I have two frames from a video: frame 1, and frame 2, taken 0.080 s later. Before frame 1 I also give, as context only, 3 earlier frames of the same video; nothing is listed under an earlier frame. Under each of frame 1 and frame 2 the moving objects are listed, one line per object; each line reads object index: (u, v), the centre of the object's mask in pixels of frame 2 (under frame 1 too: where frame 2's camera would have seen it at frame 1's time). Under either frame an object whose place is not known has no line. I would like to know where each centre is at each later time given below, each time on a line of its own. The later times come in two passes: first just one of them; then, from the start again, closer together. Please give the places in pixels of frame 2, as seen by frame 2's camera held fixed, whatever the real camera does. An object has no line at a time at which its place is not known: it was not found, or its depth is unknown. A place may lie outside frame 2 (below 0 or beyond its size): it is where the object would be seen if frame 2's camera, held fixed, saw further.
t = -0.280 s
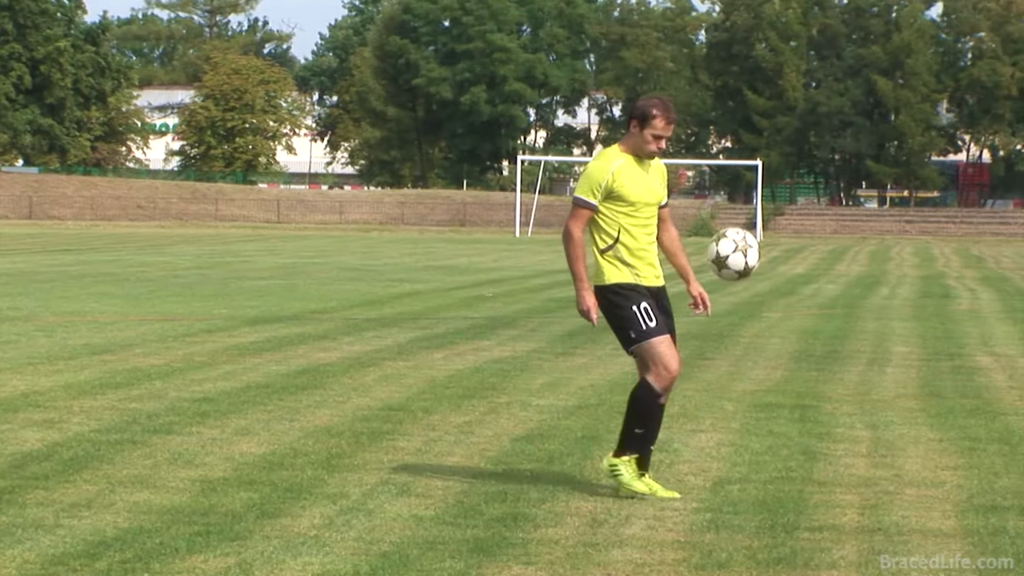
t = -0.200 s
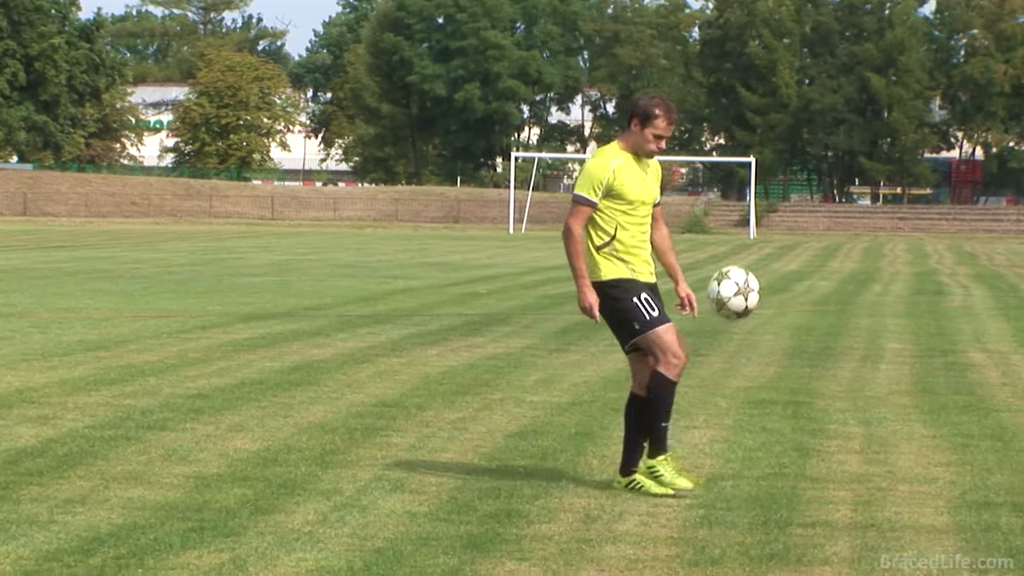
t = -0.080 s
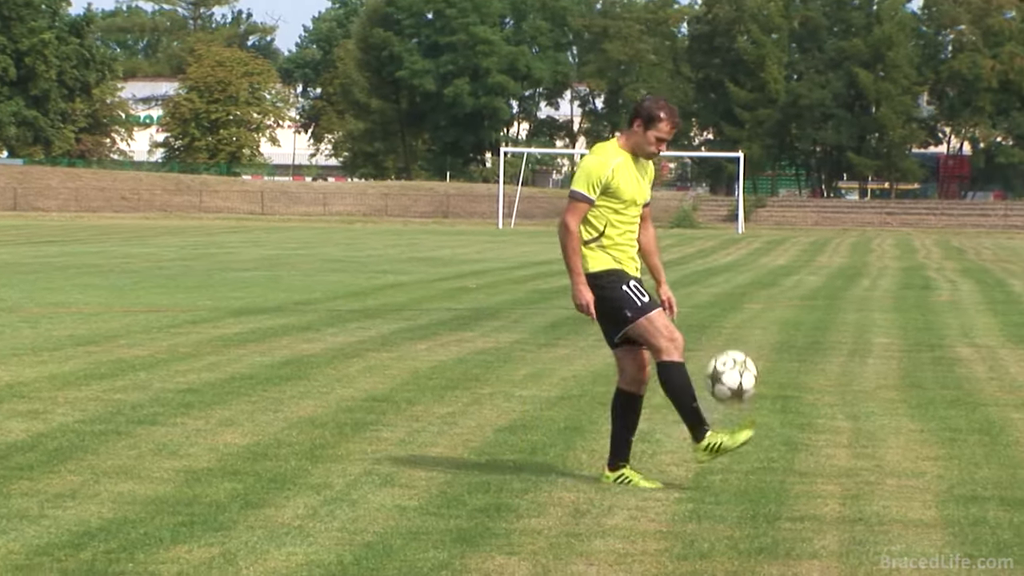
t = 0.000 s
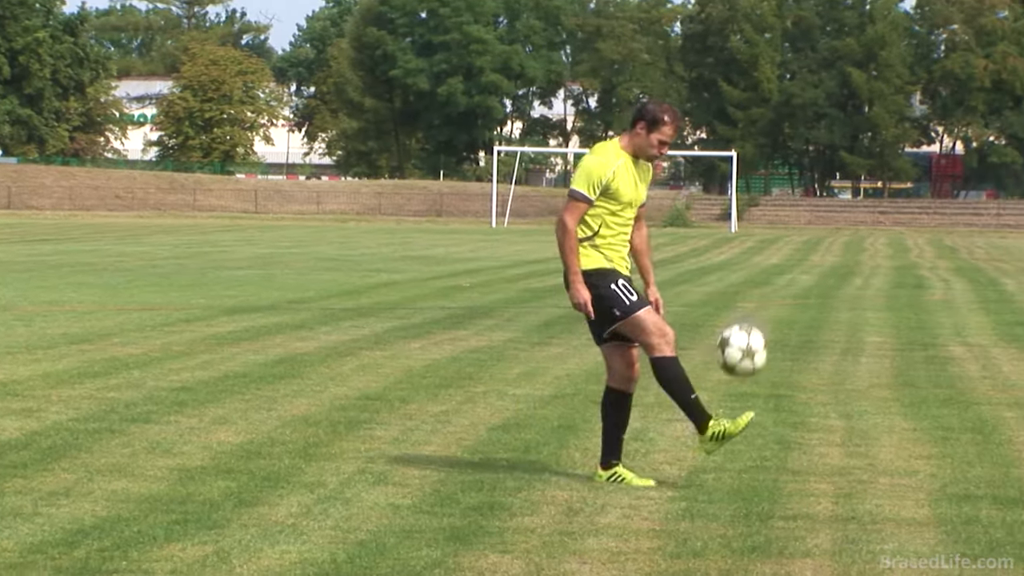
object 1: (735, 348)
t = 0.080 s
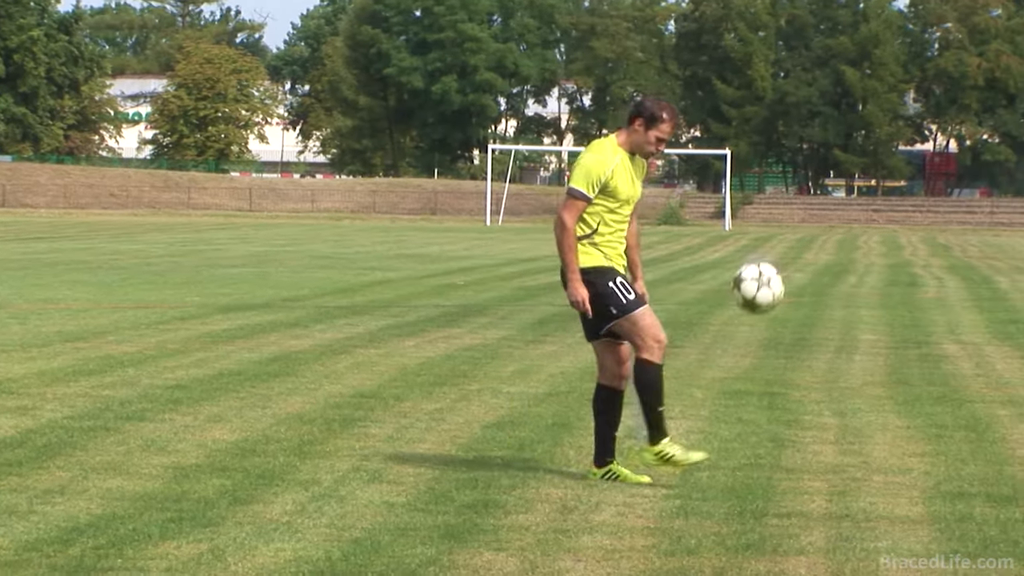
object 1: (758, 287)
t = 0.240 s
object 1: (797, 208)
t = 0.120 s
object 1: (768, 262)
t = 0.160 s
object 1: (779, 240)
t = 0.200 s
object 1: (789, 223)
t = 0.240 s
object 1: (797, 208)
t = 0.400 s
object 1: (833, 190)
